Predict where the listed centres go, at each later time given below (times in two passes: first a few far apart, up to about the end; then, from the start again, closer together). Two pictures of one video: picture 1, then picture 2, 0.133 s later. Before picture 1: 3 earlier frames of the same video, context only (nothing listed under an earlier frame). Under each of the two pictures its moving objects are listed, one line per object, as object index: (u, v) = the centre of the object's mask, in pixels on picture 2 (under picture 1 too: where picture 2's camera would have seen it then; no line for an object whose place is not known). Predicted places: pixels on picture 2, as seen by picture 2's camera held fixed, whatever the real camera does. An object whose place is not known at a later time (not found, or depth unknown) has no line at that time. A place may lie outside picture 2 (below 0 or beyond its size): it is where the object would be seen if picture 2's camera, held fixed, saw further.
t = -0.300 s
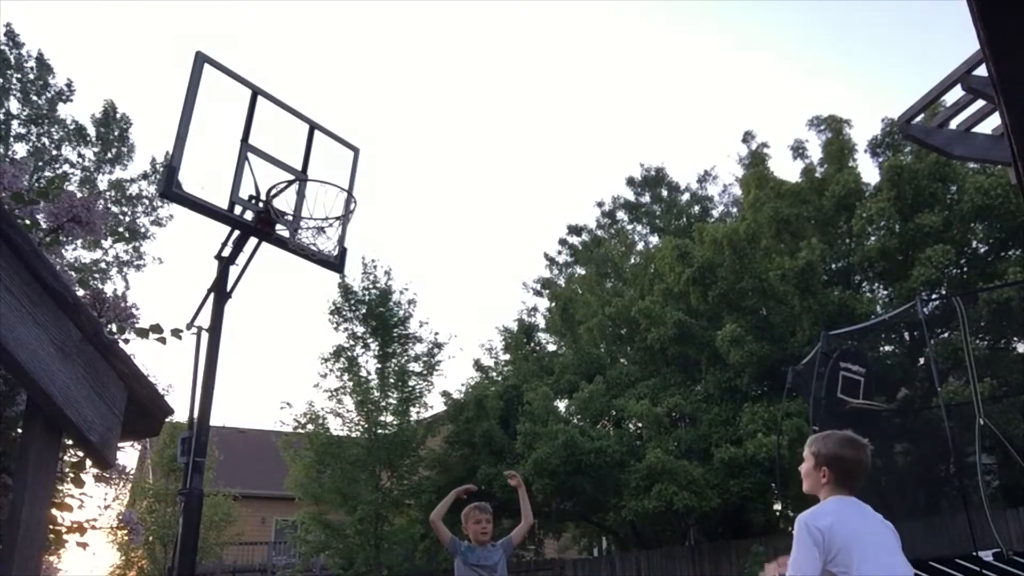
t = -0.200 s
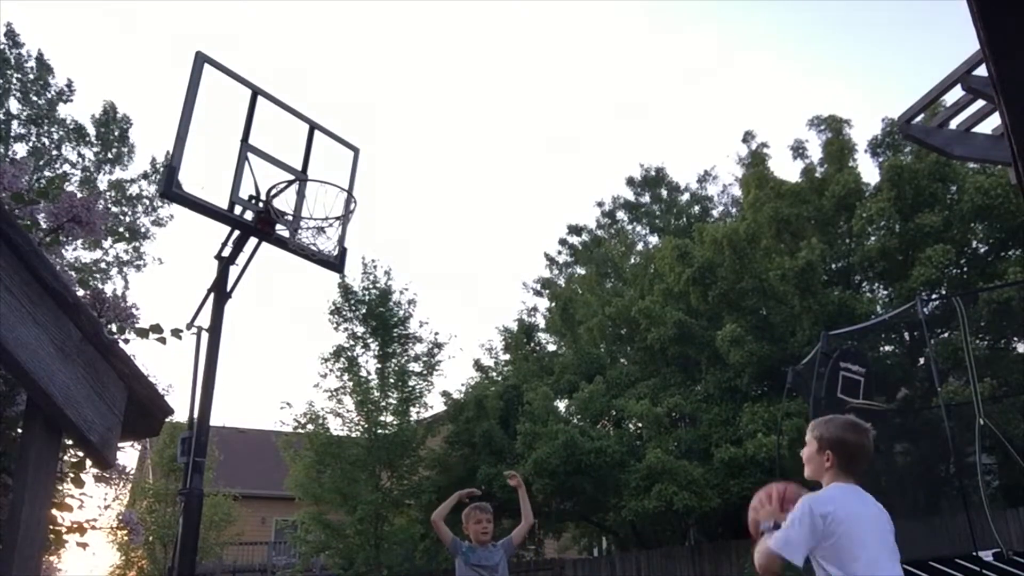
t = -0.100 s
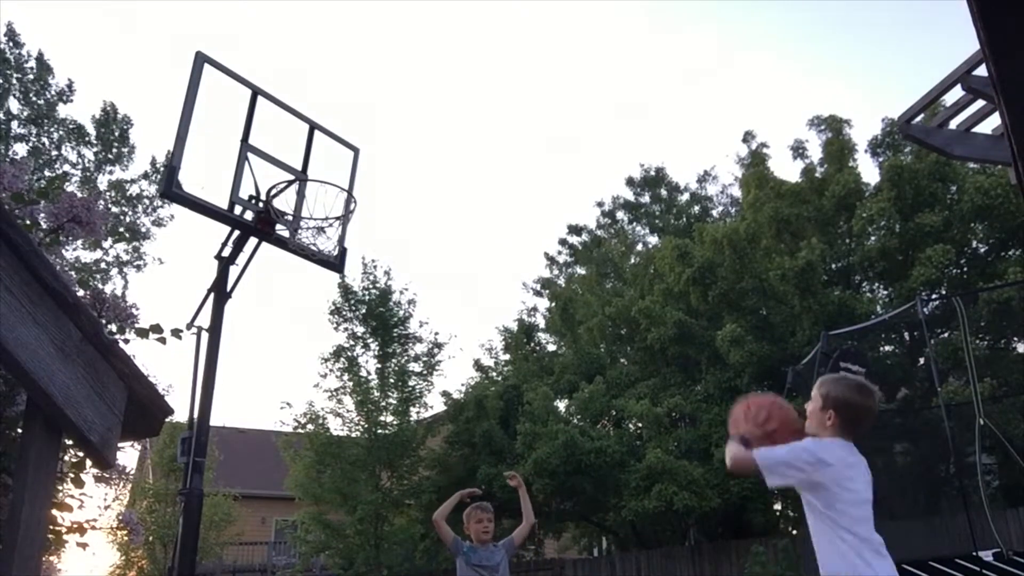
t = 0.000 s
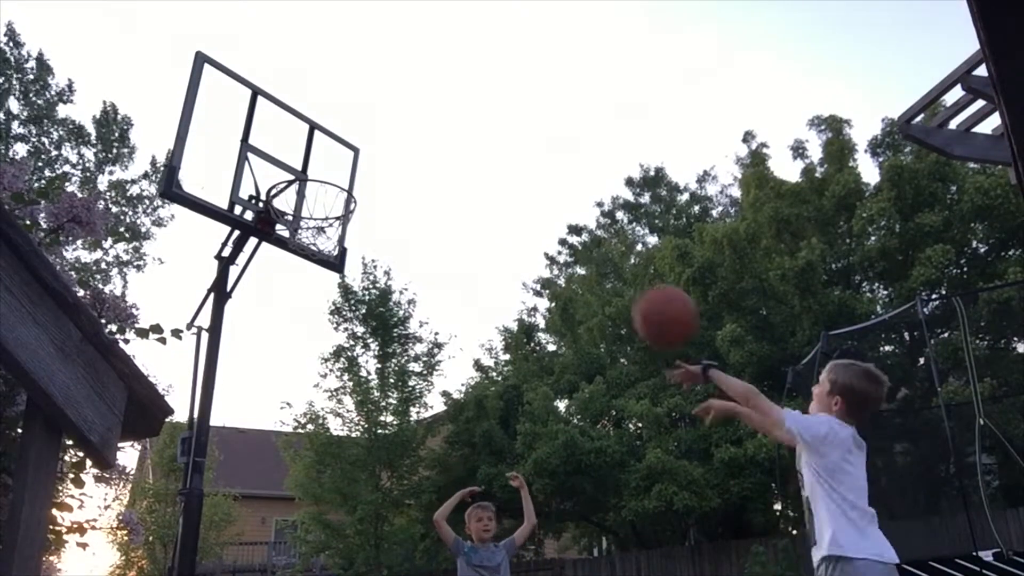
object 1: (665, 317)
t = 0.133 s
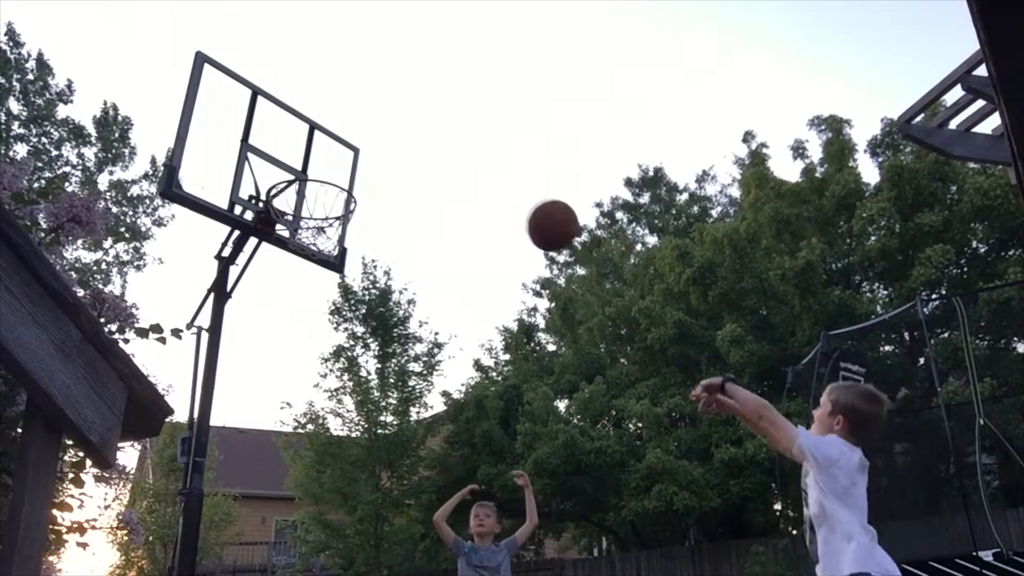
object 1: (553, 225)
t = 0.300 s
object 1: (448, 183)
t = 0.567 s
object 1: (409, 213)
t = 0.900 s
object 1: (582, 422)
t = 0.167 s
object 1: (529, 211)
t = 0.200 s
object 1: (507, 201)
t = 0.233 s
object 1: (487, 192)
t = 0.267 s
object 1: (467, 186)
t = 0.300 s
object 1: (448, 183)
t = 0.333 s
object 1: (431, 181)
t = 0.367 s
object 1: (413, 181)
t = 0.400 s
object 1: (397, 183)
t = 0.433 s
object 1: (381, 186)
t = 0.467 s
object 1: (366, 191)
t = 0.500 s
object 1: (378, 196)
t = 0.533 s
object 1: (394, 204)
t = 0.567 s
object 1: (409, 213)
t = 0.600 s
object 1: (425, 223)
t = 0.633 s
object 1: (441, 236)
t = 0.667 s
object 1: (457, 251)
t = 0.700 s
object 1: (473, 268)
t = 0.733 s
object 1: (490, 287)
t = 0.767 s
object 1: (508, 310)
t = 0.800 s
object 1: (525, 334)
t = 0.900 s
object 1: (582, 422)
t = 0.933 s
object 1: (601, 458)
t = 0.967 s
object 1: (623, 501)
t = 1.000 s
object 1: (646, 545)
